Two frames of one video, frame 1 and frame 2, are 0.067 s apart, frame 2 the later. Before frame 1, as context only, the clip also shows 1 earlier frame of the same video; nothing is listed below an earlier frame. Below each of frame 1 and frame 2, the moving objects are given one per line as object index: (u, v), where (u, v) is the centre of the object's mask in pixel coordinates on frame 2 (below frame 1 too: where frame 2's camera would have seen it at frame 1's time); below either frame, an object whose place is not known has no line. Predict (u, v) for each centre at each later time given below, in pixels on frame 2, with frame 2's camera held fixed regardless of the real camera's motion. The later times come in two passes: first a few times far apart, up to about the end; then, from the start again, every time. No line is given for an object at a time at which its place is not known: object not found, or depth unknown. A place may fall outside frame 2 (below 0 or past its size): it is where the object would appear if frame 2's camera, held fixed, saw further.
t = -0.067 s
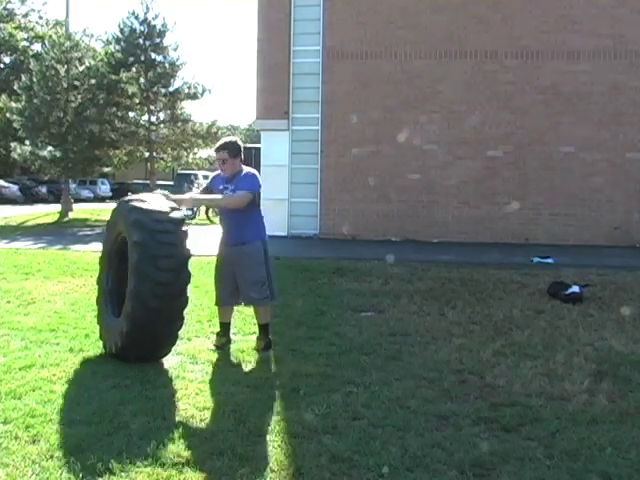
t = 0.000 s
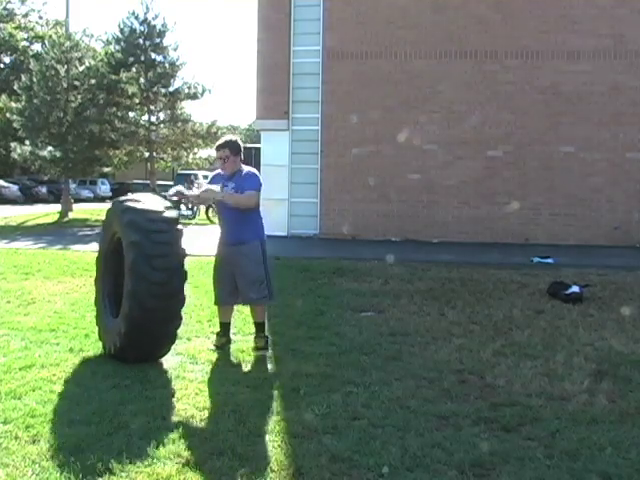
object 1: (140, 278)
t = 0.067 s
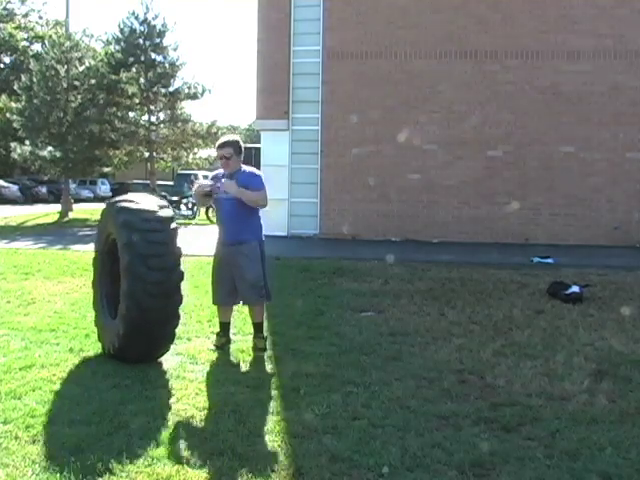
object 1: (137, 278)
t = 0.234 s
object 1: (130, 278)
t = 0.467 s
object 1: (118, 278)
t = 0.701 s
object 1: (103, 280)
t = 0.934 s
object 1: (82, 285)
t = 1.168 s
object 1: (61, 310)
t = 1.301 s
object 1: (54, 334)
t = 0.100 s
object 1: (135, 278)
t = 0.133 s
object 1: (134, 278)
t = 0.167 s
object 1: (132, 278)
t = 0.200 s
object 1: (131, 278)
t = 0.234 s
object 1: (130, 278)
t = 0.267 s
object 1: (128, 278)
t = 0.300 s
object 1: (127, 278)
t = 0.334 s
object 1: (125, 278)
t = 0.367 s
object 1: (123, 278)
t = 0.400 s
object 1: (122, 278)
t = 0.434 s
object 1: (120, 278)
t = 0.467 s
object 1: (118, 278)
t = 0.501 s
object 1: (117, 278)
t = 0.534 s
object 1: (114, 278)
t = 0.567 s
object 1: (113, 279)
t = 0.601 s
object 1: (110, 279)
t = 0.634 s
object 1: (108, 279)
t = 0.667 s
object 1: (106, 280)
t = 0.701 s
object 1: (103, 280)
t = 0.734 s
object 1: (101, 281)
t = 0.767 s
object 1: (98, 281)
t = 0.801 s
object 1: (95, 281)
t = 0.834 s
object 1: (92, 281)
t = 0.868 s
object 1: (89, 282)
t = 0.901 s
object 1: (86, 283)
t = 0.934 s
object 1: (82, 285)
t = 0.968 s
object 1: (78, 286)
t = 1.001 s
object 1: (75, 288)
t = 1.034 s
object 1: (71, 290)
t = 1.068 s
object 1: (68, 293)
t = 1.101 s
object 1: (64, 296)
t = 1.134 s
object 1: (62, 303)
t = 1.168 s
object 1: (61, 310)
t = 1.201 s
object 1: (60, 315)
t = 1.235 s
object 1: (58, 320)
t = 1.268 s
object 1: (56, 325)
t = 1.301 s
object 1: (54, 334)
